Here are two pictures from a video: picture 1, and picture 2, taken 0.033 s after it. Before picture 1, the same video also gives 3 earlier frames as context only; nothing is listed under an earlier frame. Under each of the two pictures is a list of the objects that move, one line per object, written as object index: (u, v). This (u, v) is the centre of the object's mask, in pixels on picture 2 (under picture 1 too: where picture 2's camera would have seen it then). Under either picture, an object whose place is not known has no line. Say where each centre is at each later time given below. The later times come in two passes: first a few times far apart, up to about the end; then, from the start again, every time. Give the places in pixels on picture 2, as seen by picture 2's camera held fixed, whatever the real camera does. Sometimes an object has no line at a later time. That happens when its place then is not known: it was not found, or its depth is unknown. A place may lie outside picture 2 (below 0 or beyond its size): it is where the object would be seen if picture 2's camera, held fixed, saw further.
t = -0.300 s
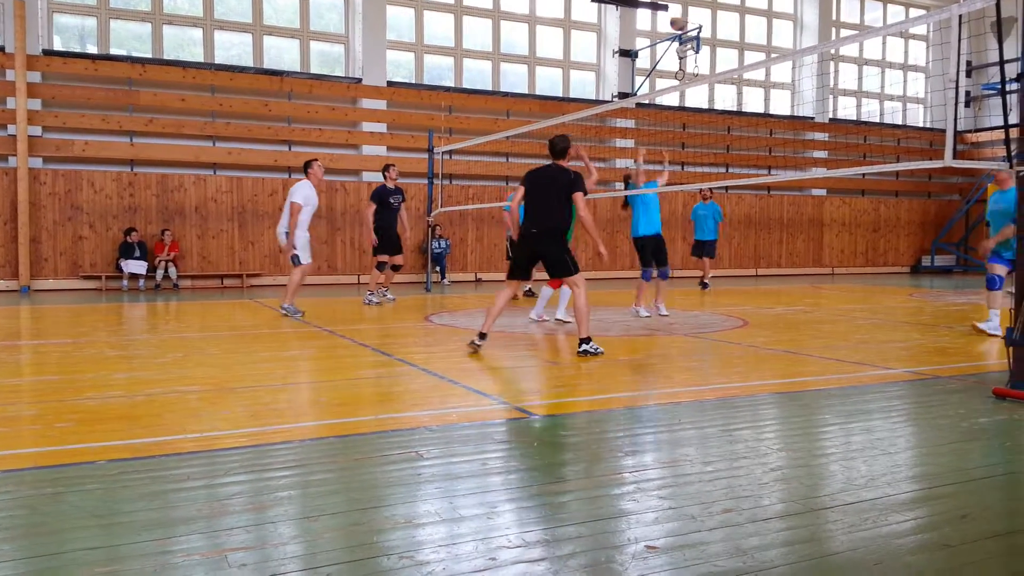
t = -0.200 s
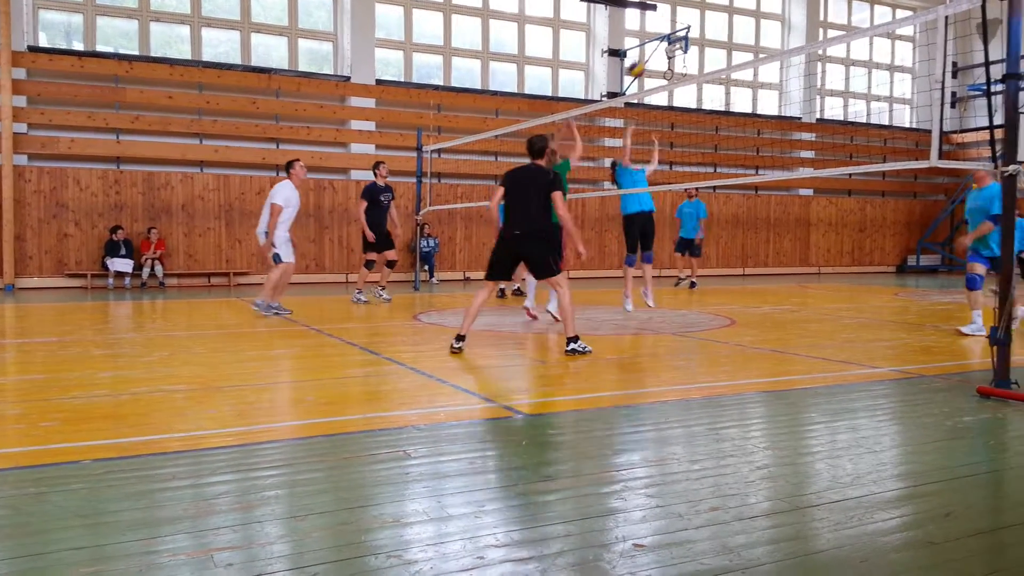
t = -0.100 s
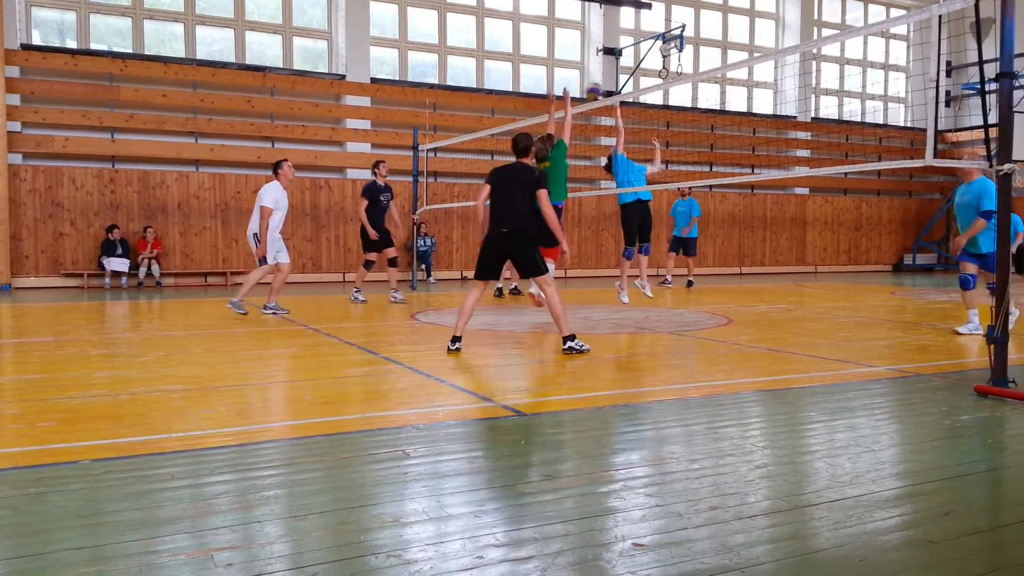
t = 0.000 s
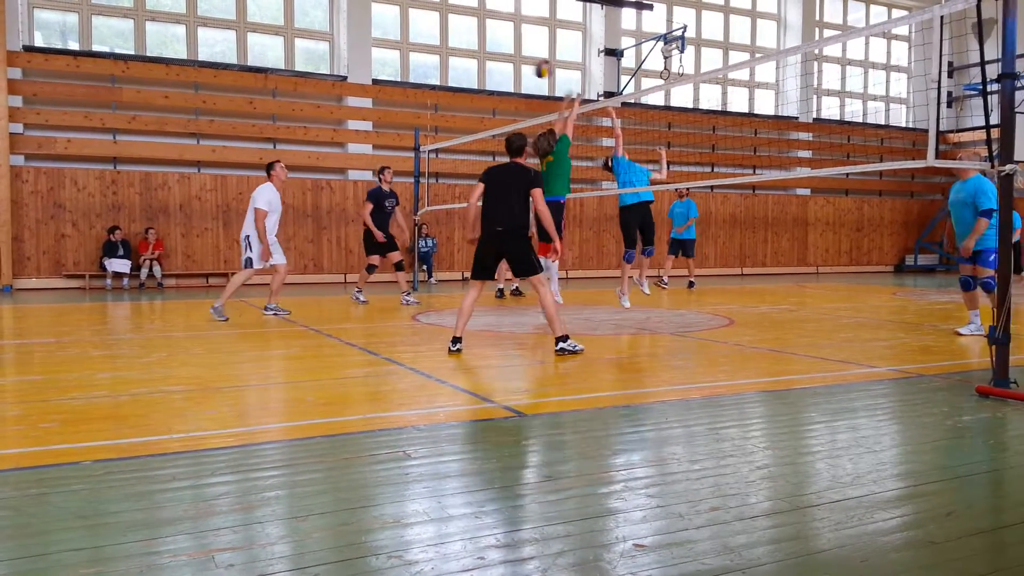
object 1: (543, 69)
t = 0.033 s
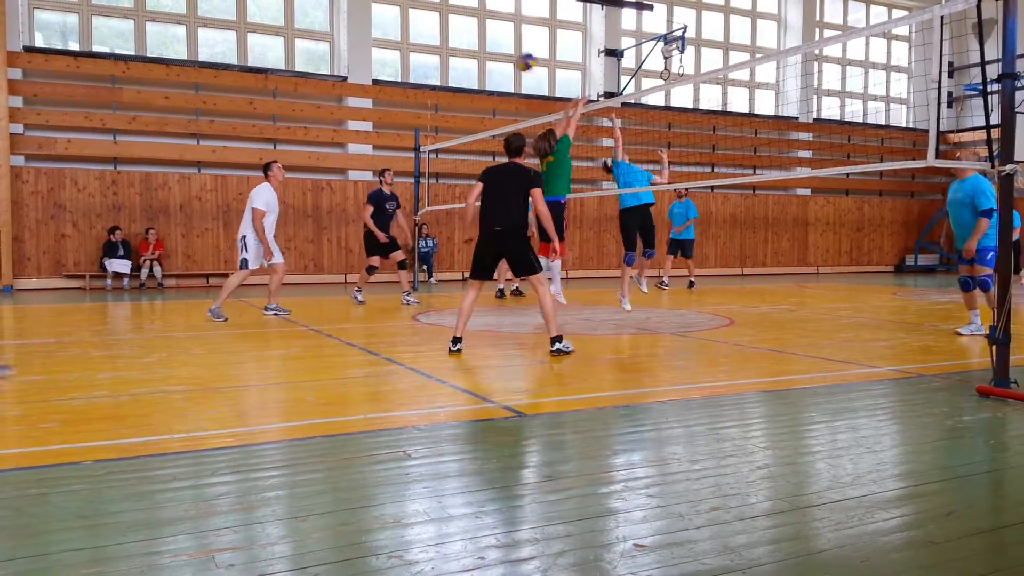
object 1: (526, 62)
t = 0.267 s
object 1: (402, 42)
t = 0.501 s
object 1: (261, 83)
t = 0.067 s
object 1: (509, 57)
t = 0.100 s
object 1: (492, 49)
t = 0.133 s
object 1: (476, 45)
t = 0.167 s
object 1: (458, 44)
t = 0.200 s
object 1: (441, 41)
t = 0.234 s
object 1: (422, 41)
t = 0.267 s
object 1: (402, 42)
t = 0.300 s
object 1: (383, 42)
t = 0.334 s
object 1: (364, 46)
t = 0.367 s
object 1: (344, 50)
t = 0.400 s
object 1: (324, 56)
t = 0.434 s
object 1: (302, 63)
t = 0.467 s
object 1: (281, 72)
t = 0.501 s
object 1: (261, 83)
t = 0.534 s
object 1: (240, 94)
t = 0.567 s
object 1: (219, 108)
